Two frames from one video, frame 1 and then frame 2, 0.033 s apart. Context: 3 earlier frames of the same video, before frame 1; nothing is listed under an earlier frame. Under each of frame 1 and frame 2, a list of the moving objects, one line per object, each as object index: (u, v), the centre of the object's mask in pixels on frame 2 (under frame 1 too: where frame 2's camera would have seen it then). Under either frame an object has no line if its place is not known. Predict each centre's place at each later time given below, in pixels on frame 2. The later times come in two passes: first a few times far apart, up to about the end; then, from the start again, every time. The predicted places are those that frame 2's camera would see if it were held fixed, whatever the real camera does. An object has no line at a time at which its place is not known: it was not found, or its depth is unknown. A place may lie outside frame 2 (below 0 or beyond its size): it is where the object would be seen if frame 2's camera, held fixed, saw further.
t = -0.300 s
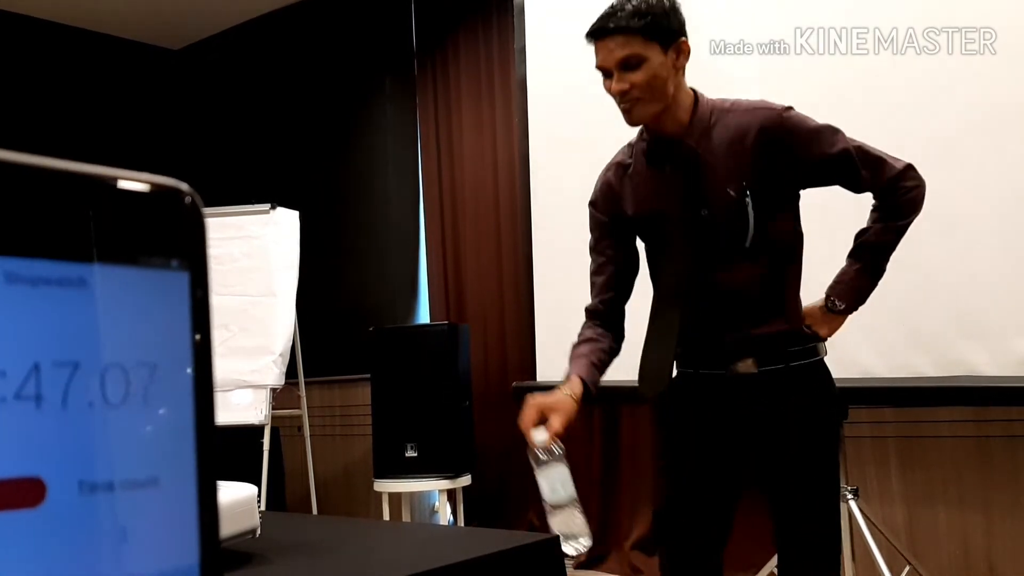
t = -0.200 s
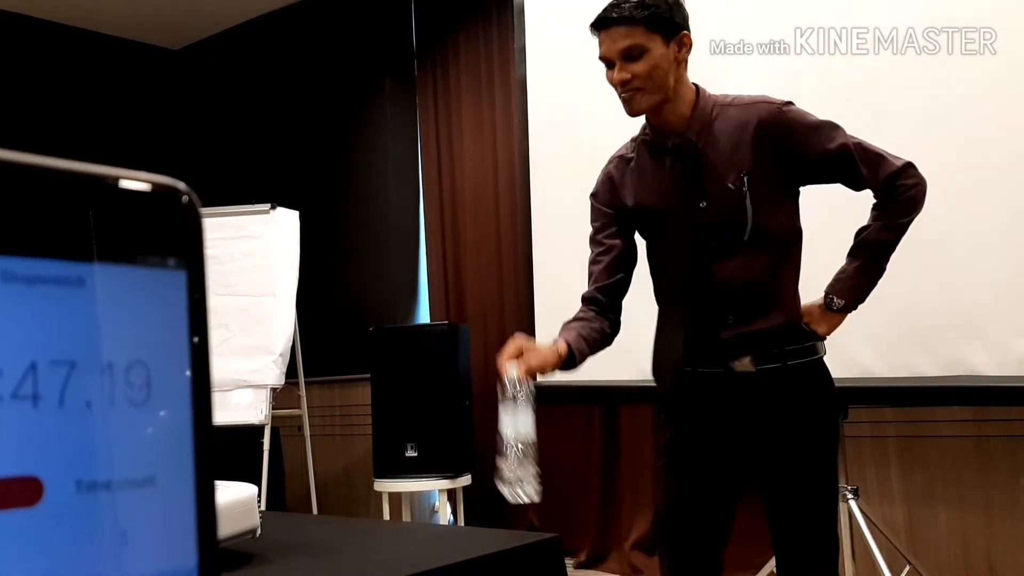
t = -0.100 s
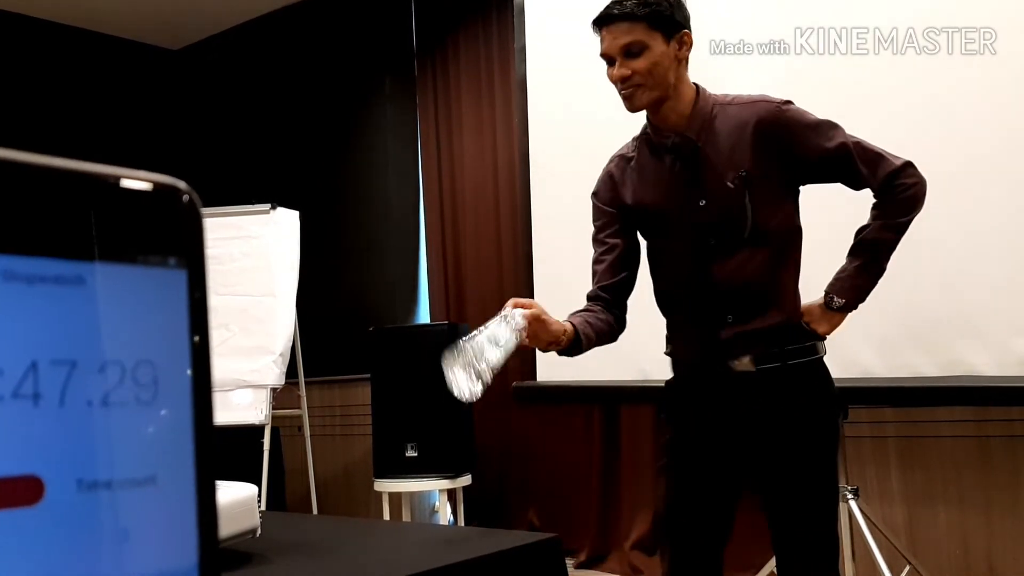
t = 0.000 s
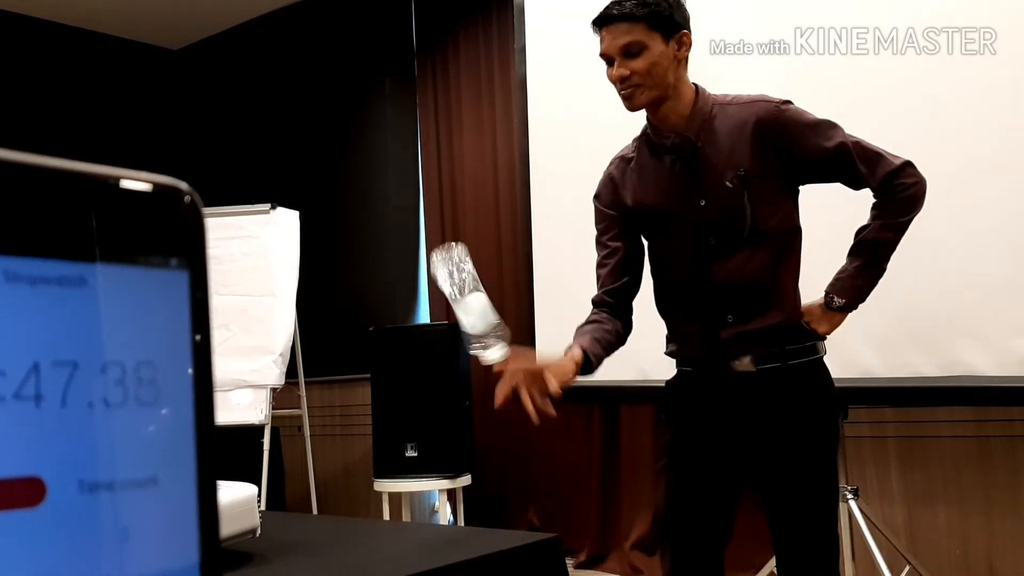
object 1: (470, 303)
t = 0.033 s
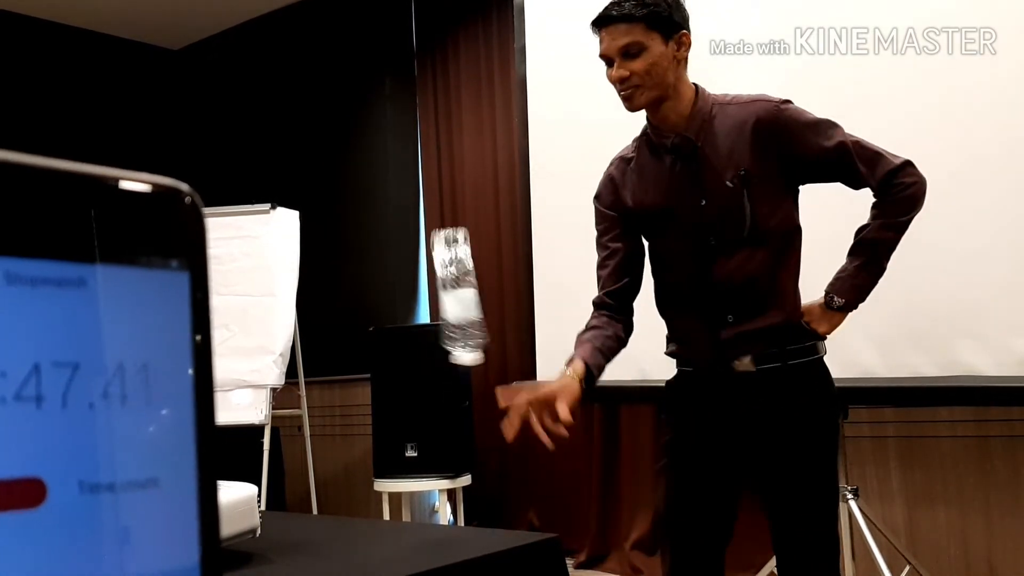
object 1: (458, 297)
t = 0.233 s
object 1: (422, 268)
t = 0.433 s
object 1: (449, 472)
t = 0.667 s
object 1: (462, 516)
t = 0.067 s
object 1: (445, 287)
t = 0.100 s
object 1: (429, 275)
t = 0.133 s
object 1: (418, 262)
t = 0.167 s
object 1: (415, 253)
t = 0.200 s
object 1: (417, 255)
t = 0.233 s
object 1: (422, 268)
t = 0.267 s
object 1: (428, 292)
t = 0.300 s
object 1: (433, 327)
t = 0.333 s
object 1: (439, 376)
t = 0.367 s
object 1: (441, 432)
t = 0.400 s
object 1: (446, 471)
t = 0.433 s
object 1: (449, 472)
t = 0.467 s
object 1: (448, 473)
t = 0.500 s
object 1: (450, 476)
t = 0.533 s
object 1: (452, 484)
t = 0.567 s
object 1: (456, 494)
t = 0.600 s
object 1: (460, 509)
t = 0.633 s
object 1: (460, 515)
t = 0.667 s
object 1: (462, 516)
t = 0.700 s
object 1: (464, 516)
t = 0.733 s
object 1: (465, 516)
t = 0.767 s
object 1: (466, 516)
